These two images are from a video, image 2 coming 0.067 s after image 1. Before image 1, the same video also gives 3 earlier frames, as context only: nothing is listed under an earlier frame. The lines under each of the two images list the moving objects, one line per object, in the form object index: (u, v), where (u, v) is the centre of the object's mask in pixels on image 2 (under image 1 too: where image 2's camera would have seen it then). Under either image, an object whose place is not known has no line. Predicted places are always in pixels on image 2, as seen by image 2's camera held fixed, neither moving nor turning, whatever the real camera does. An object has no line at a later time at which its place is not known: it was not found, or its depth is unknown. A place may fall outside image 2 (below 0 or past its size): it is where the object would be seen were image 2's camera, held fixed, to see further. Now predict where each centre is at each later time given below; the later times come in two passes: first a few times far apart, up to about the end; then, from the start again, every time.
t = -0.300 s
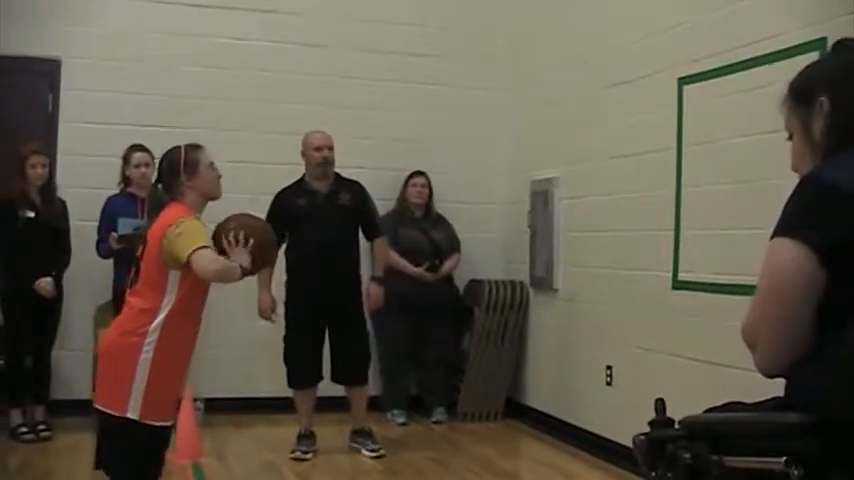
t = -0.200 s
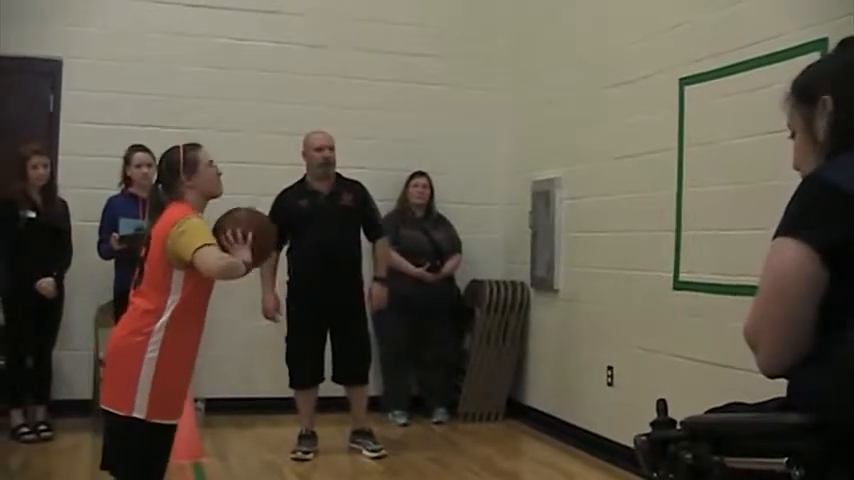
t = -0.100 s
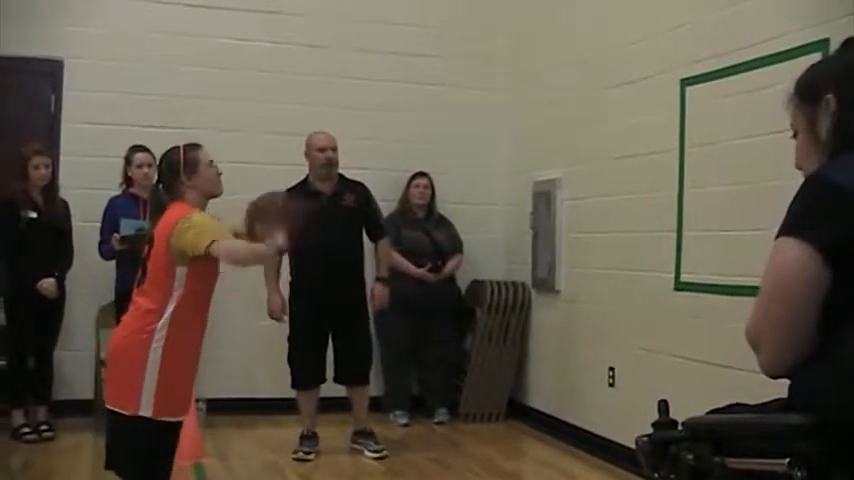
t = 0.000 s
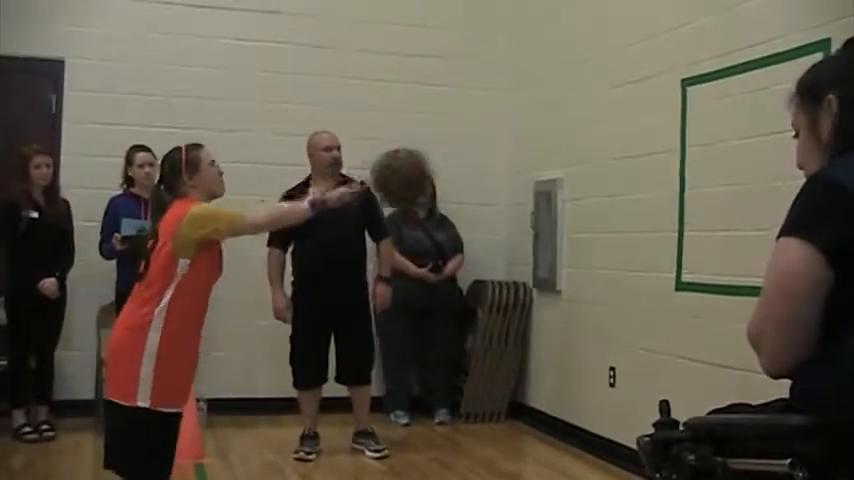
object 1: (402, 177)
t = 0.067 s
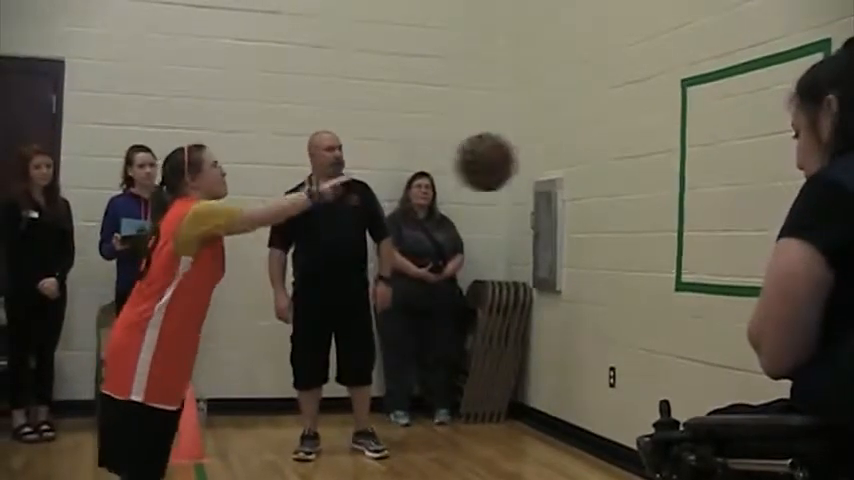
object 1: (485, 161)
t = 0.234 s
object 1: (670, 172)
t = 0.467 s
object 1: (611, 242)
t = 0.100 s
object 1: (525, 159)
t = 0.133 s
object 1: (564, 158)
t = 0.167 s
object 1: (601, 160)
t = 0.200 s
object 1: (636, 164)
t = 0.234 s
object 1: (670, 172)
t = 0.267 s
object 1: (702, 182)
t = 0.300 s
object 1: (733, 194)
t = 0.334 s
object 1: (714, 198)
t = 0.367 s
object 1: (689, 205)
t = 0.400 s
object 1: (663, 214)
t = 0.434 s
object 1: (637, 227)
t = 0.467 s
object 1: (611, 242)
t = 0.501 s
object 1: (583, 260)
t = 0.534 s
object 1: (555, 282)
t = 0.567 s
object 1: (530, 307)
